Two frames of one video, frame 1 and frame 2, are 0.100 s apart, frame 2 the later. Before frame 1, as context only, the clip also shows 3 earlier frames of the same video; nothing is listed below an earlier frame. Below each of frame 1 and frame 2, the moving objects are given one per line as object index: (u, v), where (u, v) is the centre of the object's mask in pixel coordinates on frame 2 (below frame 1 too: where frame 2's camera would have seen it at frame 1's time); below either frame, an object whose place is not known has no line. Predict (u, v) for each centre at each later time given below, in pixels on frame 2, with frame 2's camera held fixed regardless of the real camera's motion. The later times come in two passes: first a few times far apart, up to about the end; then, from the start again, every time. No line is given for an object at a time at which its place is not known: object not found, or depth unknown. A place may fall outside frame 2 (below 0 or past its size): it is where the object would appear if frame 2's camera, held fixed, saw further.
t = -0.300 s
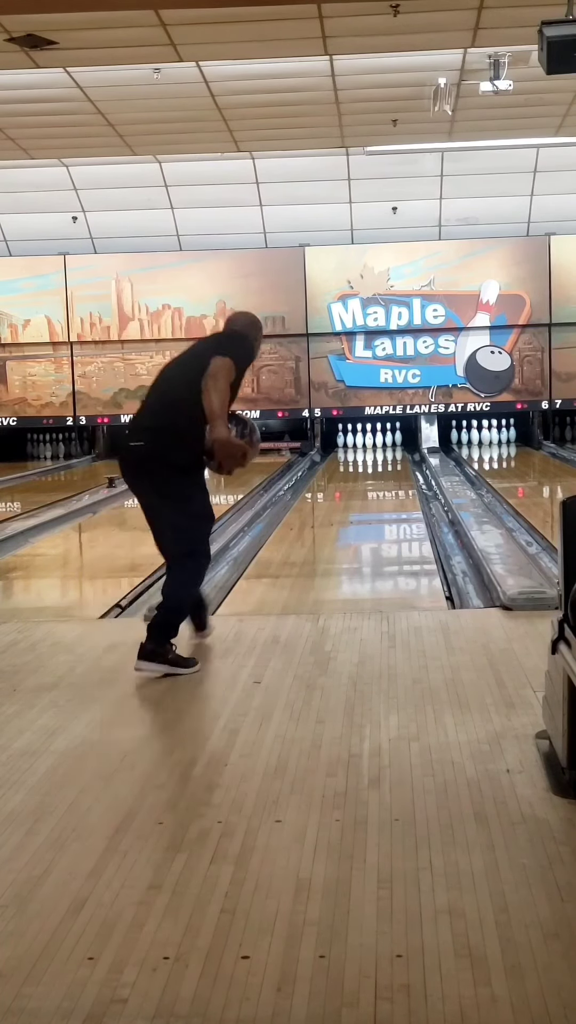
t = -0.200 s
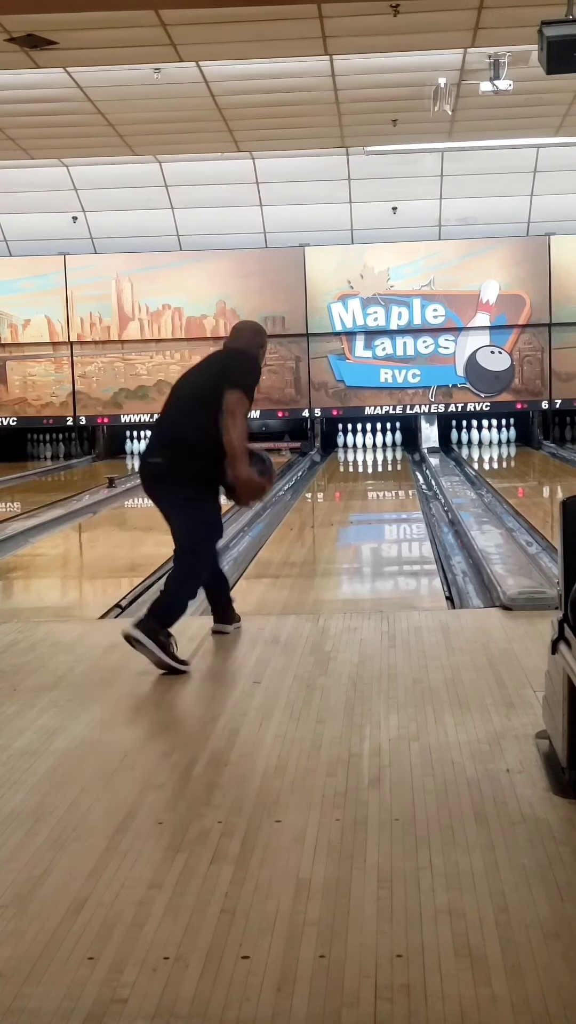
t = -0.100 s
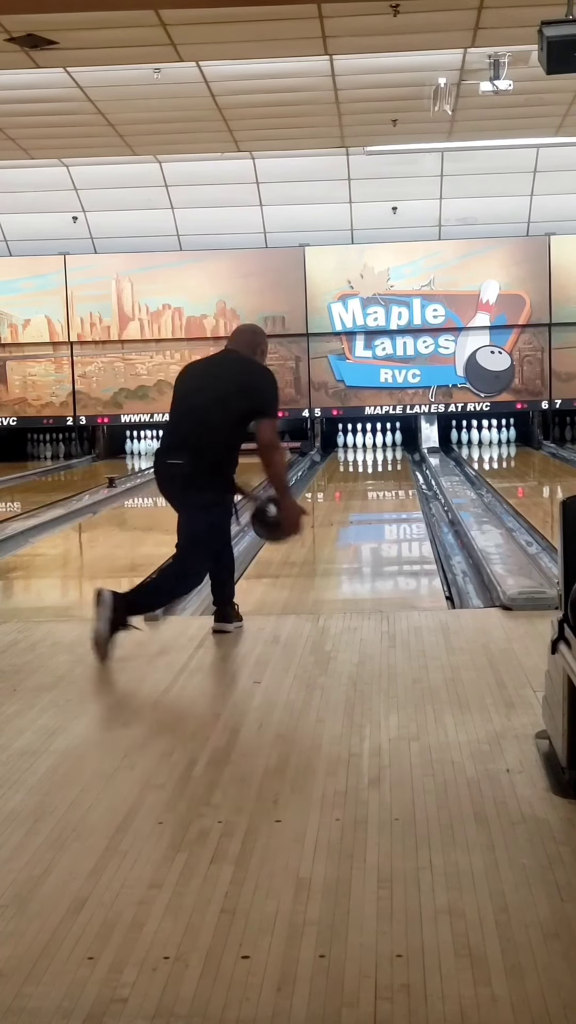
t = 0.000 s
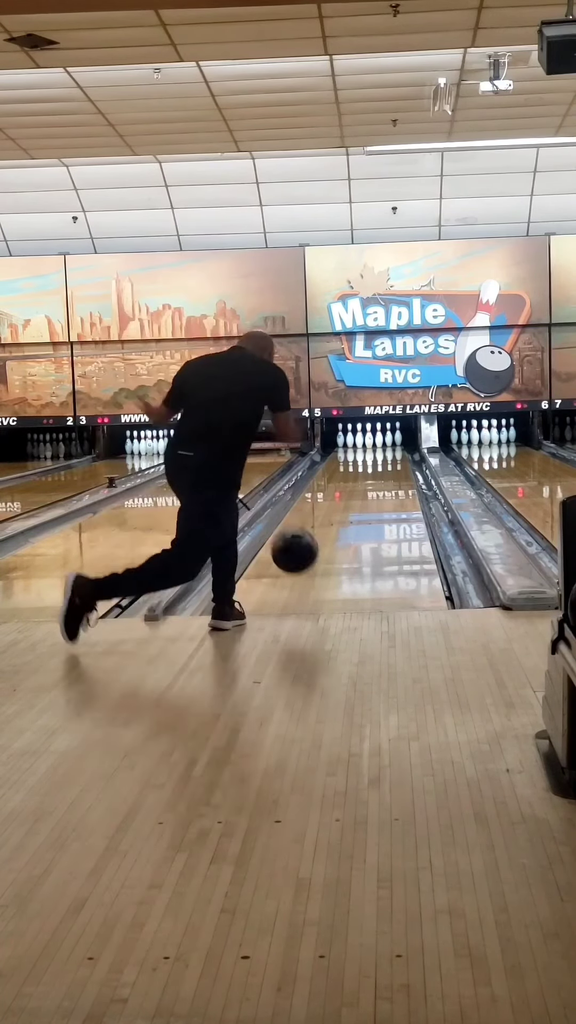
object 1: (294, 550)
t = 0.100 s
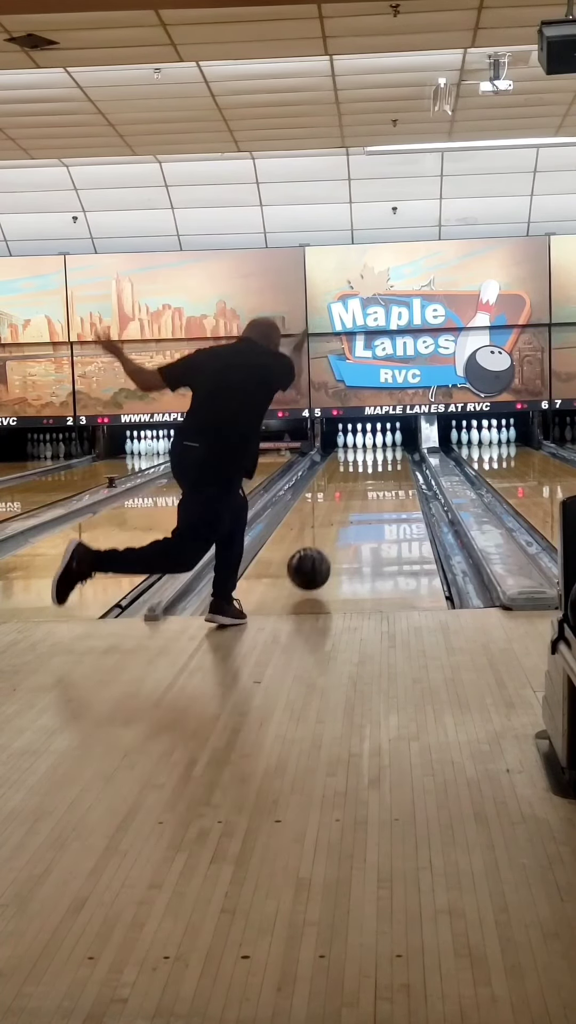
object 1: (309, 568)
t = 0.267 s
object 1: (325, 551)
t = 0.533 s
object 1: (342, 524)
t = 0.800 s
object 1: (354, 506)
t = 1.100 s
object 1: (364, 490)
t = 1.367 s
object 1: (370, 479)
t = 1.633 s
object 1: (374, 470)
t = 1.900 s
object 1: (377, 462)
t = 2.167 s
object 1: (379, 457)
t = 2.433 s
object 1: (380, 451)
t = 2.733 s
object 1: (379, 447)
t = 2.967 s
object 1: (376, 443)
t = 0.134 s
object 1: (312, 561)
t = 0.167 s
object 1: (315, 556)
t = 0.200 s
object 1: (319, 553)
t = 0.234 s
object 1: (322, 552)
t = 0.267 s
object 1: (325, 551)
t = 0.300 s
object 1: (327, 547)
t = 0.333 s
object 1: (330, 544)
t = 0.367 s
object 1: (332, 540)
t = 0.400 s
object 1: (334, 537)
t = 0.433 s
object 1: (336, 533)
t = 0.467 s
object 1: (338, 530)
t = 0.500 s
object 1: (340, 527)
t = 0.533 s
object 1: (342, 524)
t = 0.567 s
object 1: (344, 522)
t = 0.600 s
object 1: (346, 519)
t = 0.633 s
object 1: (347, 517)
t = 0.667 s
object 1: (349, 515)
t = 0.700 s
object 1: (350, 512)
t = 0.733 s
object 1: (352, 511)
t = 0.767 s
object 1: (353, 508)
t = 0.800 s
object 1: (354, 506)
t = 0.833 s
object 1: (356, 504)
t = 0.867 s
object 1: (357, 502)
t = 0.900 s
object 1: (358, 500)
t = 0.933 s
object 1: (359, 499)
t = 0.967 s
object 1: (360, 497)
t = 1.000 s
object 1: (361, 495)
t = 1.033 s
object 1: (362, 493)
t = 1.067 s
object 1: (363, 492)
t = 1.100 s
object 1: (364, 490)
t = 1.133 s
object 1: (365, 488)
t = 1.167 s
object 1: (366, 487)
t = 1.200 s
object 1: (367, 486)
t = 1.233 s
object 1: (367, 484)
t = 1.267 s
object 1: (368, 483)
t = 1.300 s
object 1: (369, 482)
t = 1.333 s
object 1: (369, 480)
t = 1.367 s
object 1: (370, 479)
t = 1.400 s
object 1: (371, 478)
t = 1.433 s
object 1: (371, 477)
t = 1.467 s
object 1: (372, 476)
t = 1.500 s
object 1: (373, 474)
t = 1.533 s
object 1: (373, 473)
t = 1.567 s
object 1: (374, 472)
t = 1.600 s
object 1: (374, 471)
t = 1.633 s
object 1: (374, 470)
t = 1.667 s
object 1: (375, 469)
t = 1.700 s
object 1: (375, 468)
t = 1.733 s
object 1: (376, 467)
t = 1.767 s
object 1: (376, 466)
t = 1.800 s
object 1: (376, 465)
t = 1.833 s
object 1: (377, 464)
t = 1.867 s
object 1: (377, 463)
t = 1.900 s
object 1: (377, 462)
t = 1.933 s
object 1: (378, 462)
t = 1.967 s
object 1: (378, 461)
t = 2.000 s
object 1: (378, 460)
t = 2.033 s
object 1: (378, 459)
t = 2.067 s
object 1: (379, 459)
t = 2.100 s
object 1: (379, 458)
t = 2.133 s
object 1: (379, 457)
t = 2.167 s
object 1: (379, 457)
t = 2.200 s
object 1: (380, 456)
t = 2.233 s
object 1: (380, 455)
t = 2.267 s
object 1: (380, 454)
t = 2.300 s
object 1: (380, 454)
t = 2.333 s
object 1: (380, 453)
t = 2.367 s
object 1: (380, 453)
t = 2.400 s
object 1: (380, 452)
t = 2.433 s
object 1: (380, 451)
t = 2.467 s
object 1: (380, 451)
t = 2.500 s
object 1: (380, 451)
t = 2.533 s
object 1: (380, 450)
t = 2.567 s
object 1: (380, 449)
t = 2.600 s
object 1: (380, 449)
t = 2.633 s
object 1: (380, 448)
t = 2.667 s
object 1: (380, 448)
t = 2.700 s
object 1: (379, 447)
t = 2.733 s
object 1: (379, 447)
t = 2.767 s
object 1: (379, 446)
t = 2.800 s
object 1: (379, 446)
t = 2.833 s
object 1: (379, 446)
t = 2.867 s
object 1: (378, 445)
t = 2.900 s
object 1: (377, 444)
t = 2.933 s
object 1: (377, 444)
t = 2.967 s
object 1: (376, 443)
